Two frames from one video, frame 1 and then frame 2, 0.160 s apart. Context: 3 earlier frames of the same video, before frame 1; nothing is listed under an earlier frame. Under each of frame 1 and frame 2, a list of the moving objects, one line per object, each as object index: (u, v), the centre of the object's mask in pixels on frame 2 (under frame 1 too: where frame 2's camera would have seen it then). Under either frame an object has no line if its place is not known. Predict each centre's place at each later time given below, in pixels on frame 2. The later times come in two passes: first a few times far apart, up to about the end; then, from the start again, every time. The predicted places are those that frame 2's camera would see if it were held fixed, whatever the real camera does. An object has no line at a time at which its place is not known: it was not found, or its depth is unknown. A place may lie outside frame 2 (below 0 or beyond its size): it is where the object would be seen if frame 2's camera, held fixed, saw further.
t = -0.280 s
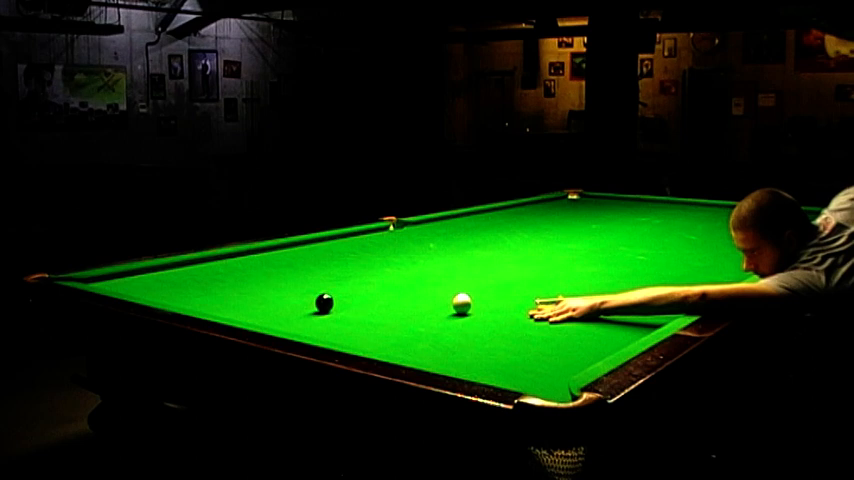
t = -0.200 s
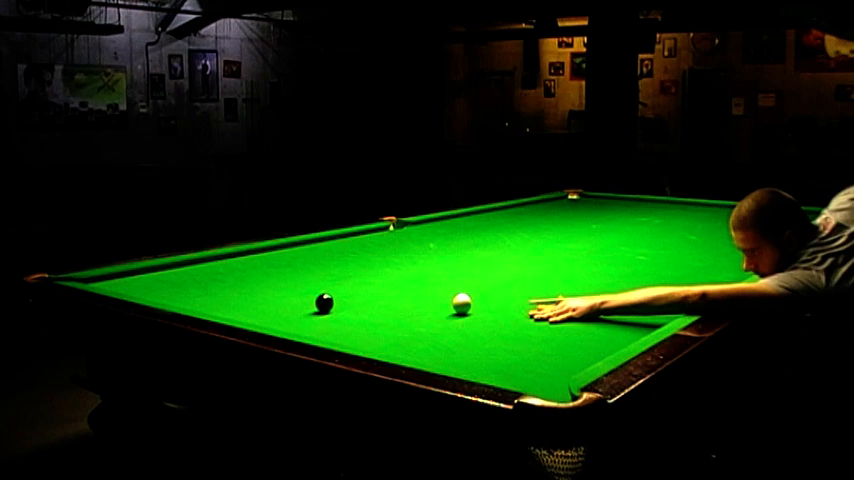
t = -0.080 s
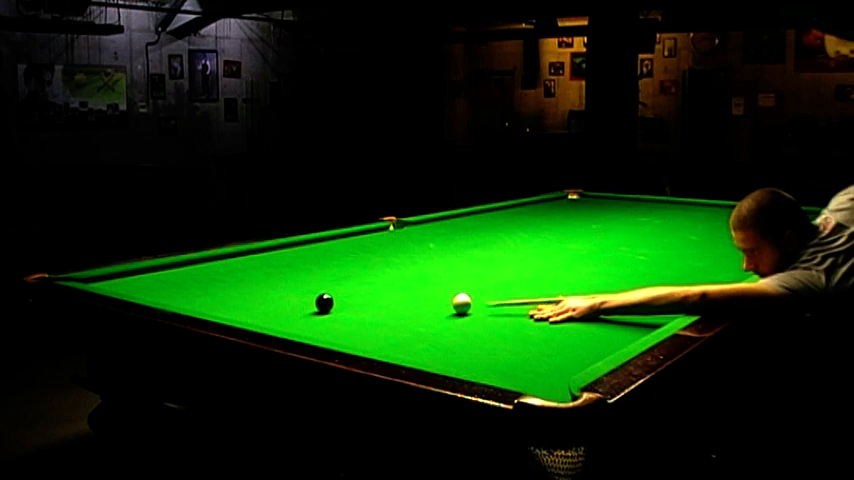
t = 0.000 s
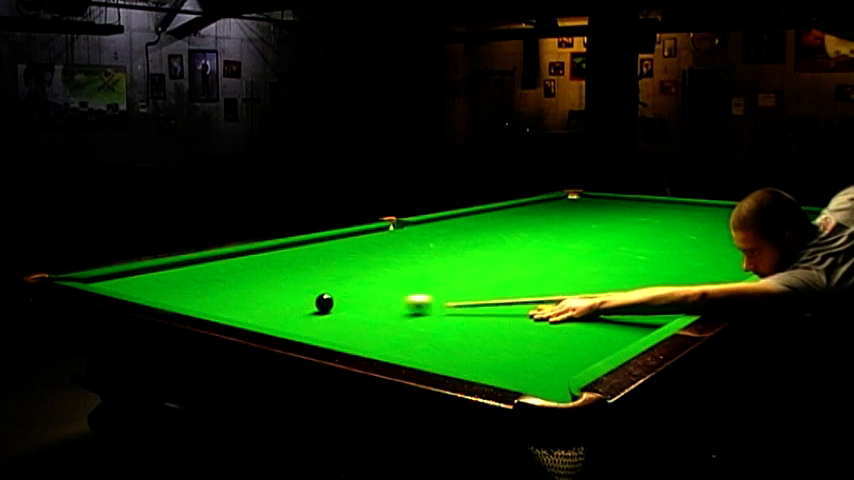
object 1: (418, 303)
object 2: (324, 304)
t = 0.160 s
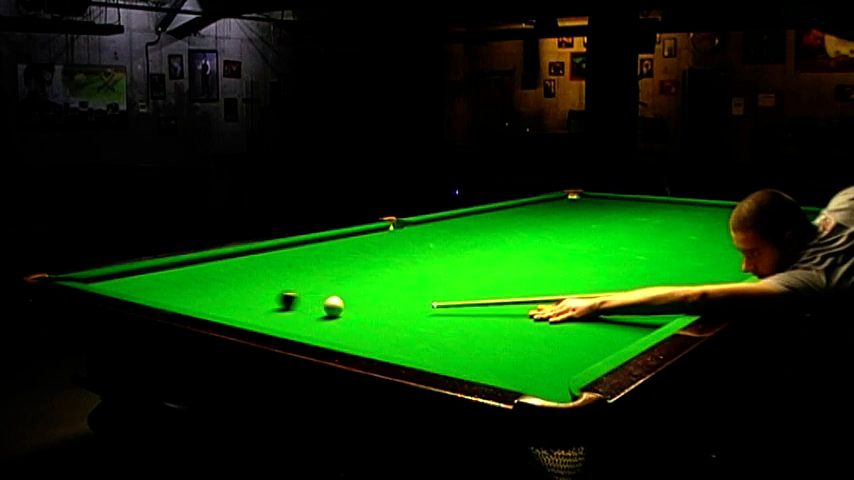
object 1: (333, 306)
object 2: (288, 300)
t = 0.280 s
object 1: (321, 311)
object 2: (229, 295)
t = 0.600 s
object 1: (288, 321)
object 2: (113, 284)
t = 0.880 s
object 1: (288, 323)
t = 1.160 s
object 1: (315, 322)
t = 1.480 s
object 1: (343, 317)
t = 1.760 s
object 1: (363, 314)
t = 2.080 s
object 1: (383, 311)
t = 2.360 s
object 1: (397, 309)
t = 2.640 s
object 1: (408, 307)
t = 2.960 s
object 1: (417, 305)
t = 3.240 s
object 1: (423, 304)
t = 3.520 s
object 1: (426, 304)
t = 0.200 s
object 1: (329, 308)
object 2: (267, 298)
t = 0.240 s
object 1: (325, 309)
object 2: (246, 297)
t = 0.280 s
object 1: (321, 311)
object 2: (229, 295)
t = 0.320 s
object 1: (317, 312)
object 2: (212, 294)
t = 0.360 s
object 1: (313, 313)
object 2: (197, 293)
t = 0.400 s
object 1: (309, 315)
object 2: (182, 291)
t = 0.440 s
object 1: (305, 316)
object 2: (168, 290)
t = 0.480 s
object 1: (300, 318)
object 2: (153, 289)
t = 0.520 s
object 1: (296, 319)
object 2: (140, 288)
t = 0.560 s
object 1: (292, 321)
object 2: (126, 286)
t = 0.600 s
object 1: (288, 321)
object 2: (113, 284)
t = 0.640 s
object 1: (284, 322)
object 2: (101, 283)
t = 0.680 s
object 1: (280, 322)
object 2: (89, 280)
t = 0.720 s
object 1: (276, 323)
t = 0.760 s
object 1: (275, 323)
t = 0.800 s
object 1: (280, 323)
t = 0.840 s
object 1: (284, 323)
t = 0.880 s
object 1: (288, 323)
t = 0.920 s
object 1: (292, 323)
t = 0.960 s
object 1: (296, 323)
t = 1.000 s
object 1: (300, 323)
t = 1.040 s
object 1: (304, 323)
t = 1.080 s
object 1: (308, 323)
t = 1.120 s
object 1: (311, 322)
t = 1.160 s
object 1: (315, 322)
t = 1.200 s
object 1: (319, 321)
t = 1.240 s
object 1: (323, 321)
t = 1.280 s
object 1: (326, 320)
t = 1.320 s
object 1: (330, 319)
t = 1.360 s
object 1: (333, 319)
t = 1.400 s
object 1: (336, 318)
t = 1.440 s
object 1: (340, 318)
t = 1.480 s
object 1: (343, 317)
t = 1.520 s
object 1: (346, 317)
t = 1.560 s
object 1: (349, 316)
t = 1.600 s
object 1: (352, 316)
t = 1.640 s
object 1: (355, 315)
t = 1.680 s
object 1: (358, 315)
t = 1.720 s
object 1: (360, 314)
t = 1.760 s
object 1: (363, 314)
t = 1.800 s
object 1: (366, 314)
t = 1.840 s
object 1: (368, 313)
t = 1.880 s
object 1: (371, 313)
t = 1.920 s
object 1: (373, 313)
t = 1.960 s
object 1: (376, 312)
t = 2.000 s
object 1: (378, 312)
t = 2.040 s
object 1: (380, 311)
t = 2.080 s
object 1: (383, 311)
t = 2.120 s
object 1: (385, 311)
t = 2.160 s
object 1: (387, 310)
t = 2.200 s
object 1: (389, 310)
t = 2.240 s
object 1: (391, 310)
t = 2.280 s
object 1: (393, 309)
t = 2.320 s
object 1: (395, 309)
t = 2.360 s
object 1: (397, 309)
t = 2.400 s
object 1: (399, 308)
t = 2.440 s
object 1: (400, 308)
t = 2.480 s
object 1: (402, 308)
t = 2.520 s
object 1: (403, 308)
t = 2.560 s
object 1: (405, 307)
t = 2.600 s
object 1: (406, 307)
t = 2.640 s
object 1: (408, 307)
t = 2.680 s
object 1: (409, 307)
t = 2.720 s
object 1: (411, 307)
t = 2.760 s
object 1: (412, 306)
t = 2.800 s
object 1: (413, 306)
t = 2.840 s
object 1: (414, 306)
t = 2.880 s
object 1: (415, 306)
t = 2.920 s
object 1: (416, 306)
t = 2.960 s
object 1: (417, 305)
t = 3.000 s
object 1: (418, 305)
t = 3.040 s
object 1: (419, 305)
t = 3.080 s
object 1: (420, 305)
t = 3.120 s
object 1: (420, 305)
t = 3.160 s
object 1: (421, 305)
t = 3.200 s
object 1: (422, 304)
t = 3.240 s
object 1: (423, 304)
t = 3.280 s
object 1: (423, 304)
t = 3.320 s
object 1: (424, 304)
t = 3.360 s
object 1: (424, 304)
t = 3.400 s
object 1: (425, 304)
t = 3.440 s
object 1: (425, 304)
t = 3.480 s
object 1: (426, 304)
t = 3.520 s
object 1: (426, 304)
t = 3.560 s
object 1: (426, 303)
